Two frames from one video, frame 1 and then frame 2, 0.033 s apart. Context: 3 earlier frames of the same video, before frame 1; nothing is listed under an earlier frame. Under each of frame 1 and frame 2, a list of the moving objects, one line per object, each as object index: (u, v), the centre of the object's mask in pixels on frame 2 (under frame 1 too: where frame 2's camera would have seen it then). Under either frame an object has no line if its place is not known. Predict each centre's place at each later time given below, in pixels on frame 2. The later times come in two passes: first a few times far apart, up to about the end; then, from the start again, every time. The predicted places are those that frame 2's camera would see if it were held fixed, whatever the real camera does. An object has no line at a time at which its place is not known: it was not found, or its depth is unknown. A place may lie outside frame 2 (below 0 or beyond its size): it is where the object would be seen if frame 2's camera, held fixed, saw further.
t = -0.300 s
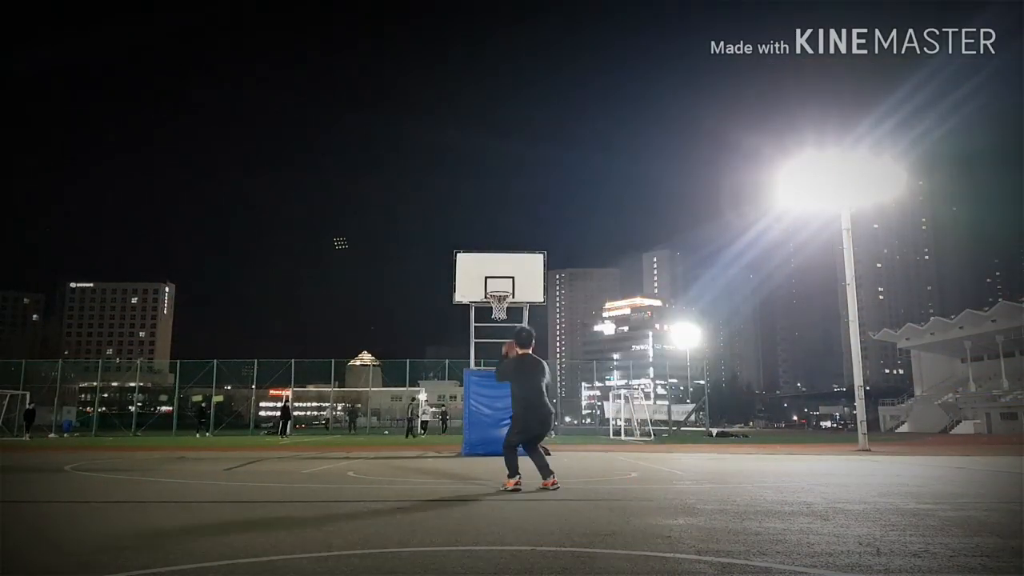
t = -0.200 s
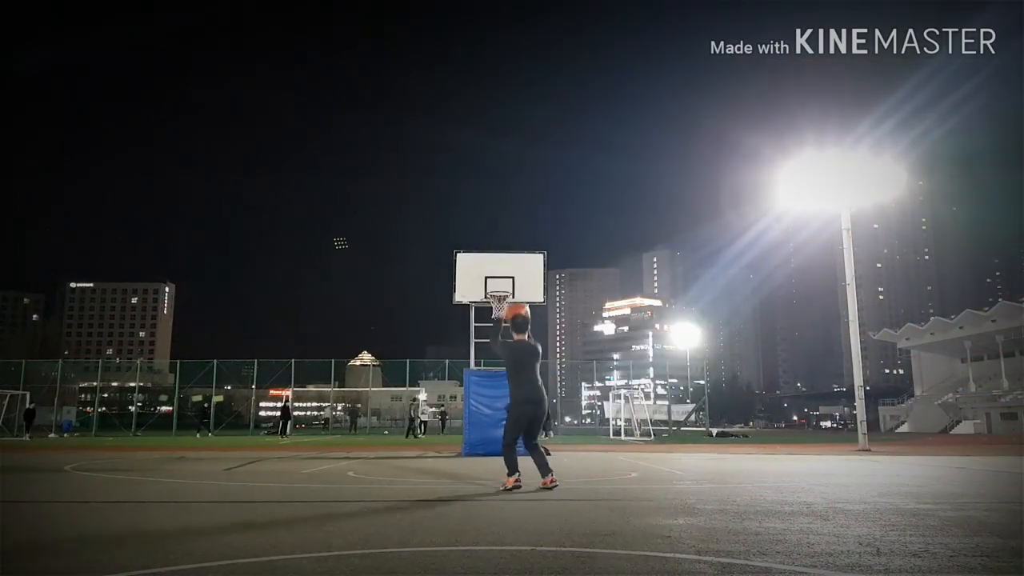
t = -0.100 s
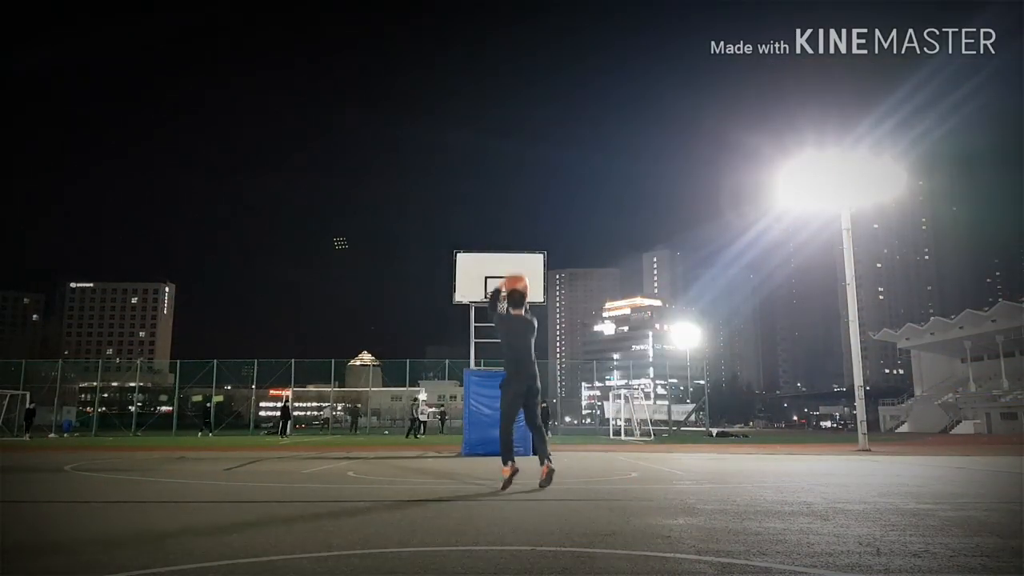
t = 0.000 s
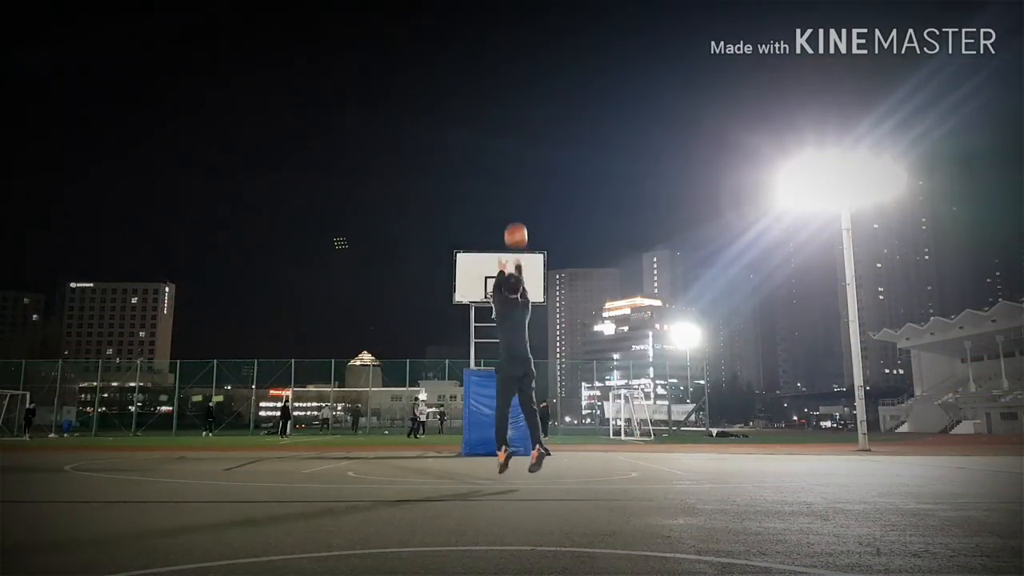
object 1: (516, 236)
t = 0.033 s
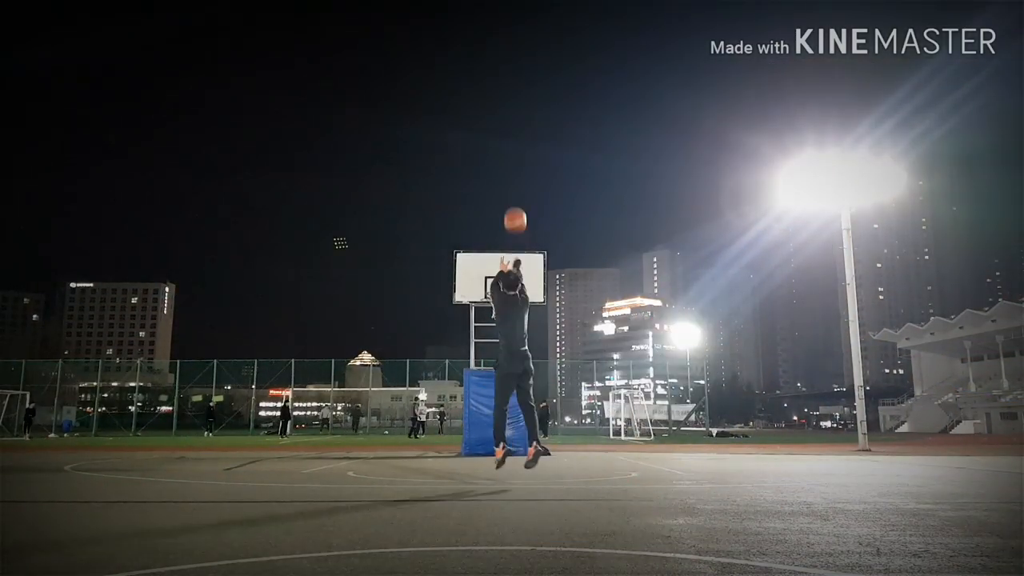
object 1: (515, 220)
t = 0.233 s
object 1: (512, 157)
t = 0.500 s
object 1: (508, 135)
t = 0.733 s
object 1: (505, 153)
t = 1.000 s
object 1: (501, 206)
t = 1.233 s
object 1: (498, 274)
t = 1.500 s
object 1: (496, 316)
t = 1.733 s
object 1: (492, 351)
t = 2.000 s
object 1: (487, 426)
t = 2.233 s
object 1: (484, 415)
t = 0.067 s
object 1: (514, 206)
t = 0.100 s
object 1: (514, 194)
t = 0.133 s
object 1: (513, 183)
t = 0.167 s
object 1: (513, 173)
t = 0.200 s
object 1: (513, 165)
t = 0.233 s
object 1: (512, 157)
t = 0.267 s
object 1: (512, 151)
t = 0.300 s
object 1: (511, 147)
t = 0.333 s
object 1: (511, 143)
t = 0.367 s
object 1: (510, 139)
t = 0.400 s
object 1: (510, 137)
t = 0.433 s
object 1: (509, 135)
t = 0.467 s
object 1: (509, 135)
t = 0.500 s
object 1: (508, 135)
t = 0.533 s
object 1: (508, 135)
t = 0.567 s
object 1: (507, 137)
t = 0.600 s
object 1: (507, 139)
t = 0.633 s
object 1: (506, 141)
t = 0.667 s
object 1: (506, 145)
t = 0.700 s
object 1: (505, 149)
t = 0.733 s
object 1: (505, 153)
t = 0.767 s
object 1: (505, 158)
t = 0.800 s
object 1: (504, 163)
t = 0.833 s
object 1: (504, 170)
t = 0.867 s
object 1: (503, 176)
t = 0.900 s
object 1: (503, 183)
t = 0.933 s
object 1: (502, 190)
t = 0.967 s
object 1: (502, 198)
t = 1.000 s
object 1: (501, 206)
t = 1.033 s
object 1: (501, 215)
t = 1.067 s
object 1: (500, 224)
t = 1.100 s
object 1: (500, 233)
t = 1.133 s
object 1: (500, 242)
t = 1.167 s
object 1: (499, 252)
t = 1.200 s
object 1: (498, 263)
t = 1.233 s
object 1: (498, 274)
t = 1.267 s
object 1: (497, 286)
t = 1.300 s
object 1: (498, 290)
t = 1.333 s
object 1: (501, 292)
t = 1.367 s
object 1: (502, 298)
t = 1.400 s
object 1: (502, 300)
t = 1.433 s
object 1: (502, 298)
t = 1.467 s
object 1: (497, 313)
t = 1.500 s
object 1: (496, 316)
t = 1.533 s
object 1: (496, 318)
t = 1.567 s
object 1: (495, 322)
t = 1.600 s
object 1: (494, 326)
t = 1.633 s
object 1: (494, 332)
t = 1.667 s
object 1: (493, 338)
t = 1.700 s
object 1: (492, 345)
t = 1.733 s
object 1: (492, 351)
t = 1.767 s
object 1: (491, 358)
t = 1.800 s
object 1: (491, 366)
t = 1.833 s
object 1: (490, 375)
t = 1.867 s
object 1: (490, 384)
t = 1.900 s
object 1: (489, 394)
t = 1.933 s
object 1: (489, 404)
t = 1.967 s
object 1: (488, 415)
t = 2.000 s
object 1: (487, 426)
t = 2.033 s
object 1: (486, 438)
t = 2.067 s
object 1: (485, 450)
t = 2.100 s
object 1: (485, 445)
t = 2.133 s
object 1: (485, 436)
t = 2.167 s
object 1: (485, 429)
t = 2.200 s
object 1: (484, 421)
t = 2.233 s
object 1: (484, 415)
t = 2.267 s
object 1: (484, 409)
